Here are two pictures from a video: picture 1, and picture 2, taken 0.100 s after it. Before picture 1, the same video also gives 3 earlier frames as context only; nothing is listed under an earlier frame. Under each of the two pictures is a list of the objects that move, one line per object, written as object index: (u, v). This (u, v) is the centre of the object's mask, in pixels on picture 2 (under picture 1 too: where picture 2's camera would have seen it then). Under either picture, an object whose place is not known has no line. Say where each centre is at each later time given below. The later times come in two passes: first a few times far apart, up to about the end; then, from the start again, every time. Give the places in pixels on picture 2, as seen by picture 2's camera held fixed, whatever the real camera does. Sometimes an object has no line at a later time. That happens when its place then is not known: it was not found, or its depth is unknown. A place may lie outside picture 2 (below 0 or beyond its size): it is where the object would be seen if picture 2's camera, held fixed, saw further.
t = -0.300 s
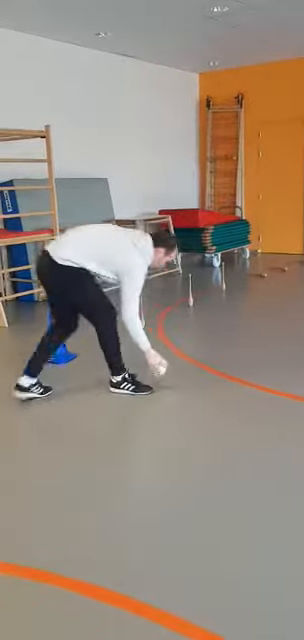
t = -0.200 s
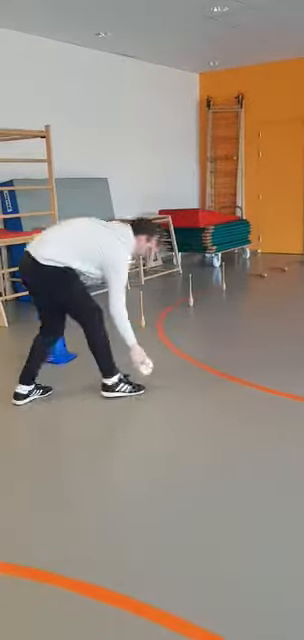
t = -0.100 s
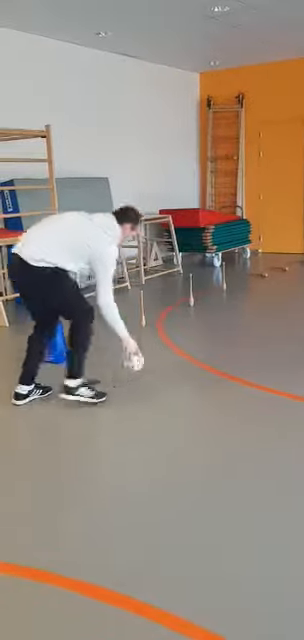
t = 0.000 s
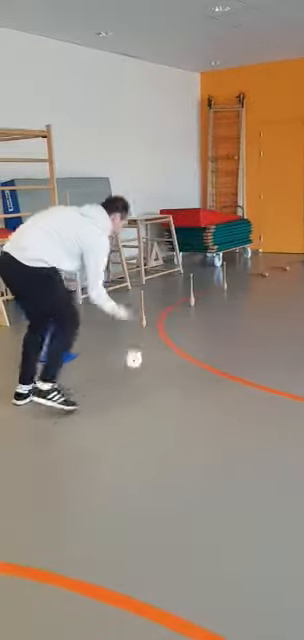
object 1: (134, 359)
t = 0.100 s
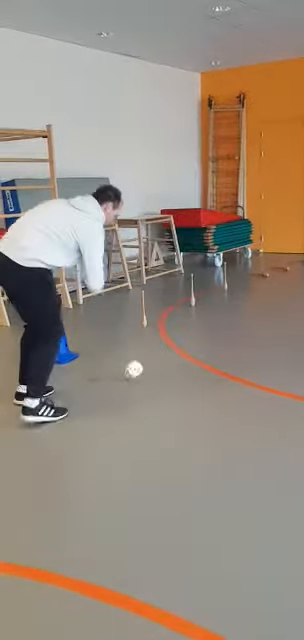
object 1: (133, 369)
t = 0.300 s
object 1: (137, 362)
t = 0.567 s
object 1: (132, 356)
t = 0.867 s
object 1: (123, 349)
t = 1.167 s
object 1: (110, 345)
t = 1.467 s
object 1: (98, 341)
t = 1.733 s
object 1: (95, 337)
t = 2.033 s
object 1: (91, 334)
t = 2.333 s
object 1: (83, 335)
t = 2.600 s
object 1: (83, 336)
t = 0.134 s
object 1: (133, 371)
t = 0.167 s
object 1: (133, 367)
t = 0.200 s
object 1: (135, 363)
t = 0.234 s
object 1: (135, 361)
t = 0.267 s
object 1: (136, 361)
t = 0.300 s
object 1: (137, 362)
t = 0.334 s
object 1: (138, 364)
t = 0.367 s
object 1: (138, 363)
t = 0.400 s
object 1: (137, 361)
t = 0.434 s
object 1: (136, 360)
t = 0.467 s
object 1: (135, 358)
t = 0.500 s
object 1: (134, 357)
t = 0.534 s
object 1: (133, 356)
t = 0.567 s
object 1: (132, 356)
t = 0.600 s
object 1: (131, 356)
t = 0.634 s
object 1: (130, 354)
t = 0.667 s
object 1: (129, 354)
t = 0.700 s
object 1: (128, 353)
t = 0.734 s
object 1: (127, 352)
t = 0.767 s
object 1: (126, 351)
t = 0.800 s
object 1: (125, 350)
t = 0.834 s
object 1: (125, 351)
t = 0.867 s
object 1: (123, 349)
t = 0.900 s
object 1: (122, 348)
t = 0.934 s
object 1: (119, 348)
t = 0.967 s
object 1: (118, 348)
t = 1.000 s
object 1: (116, 348)
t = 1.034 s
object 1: (114, 347)
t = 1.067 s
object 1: (113, 345)
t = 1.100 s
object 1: (112, 345)
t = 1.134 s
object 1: (111, 344)
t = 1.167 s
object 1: (110, 345)
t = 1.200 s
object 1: (109, 345)
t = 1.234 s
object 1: (108, 344)
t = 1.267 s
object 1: (106, 343)
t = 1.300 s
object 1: (104, 343)
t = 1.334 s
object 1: (103, 343)
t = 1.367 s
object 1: (101, 343)
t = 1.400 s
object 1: (100, 343)
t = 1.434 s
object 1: (99, 342)
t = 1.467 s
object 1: (98, 341)
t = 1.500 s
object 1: (98, 340)
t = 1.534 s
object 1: (98, 340)
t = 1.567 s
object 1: (97, 340)
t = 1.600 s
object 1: (97, 340)
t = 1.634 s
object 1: (97, 339)
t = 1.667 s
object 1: (97, 339)
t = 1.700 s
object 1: (95, 338)
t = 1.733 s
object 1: (95, 337)
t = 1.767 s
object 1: (95, 337)
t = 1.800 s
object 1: (95, 336)
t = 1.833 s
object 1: (95, 336)
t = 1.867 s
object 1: (95, 336)
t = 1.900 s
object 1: (94, 336)
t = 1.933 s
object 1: (94, 336)
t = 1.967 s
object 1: (93, 335)
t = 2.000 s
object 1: (92, 335)
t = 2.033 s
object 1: (91, 334)
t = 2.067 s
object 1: (90, 334)
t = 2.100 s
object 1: (88, 334)
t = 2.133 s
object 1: (87, 334)
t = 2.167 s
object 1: (86, 335)
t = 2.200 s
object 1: (85, 336)
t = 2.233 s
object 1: (84, 335)
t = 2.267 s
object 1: (84, 335)
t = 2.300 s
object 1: (83, 335)
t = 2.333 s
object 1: (83, 335)
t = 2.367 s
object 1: (83, 335)
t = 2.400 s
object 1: (83, 336)
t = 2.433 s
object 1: (83, 336)
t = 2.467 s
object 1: (83, 335)
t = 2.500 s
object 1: (83, 335)
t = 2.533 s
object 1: (83, 335)
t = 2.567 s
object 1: (83, 336)
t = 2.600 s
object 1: (83, 336)
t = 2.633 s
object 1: (83, 336)
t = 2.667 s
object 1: (83, 336)
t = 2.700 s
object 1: (83, 336)
